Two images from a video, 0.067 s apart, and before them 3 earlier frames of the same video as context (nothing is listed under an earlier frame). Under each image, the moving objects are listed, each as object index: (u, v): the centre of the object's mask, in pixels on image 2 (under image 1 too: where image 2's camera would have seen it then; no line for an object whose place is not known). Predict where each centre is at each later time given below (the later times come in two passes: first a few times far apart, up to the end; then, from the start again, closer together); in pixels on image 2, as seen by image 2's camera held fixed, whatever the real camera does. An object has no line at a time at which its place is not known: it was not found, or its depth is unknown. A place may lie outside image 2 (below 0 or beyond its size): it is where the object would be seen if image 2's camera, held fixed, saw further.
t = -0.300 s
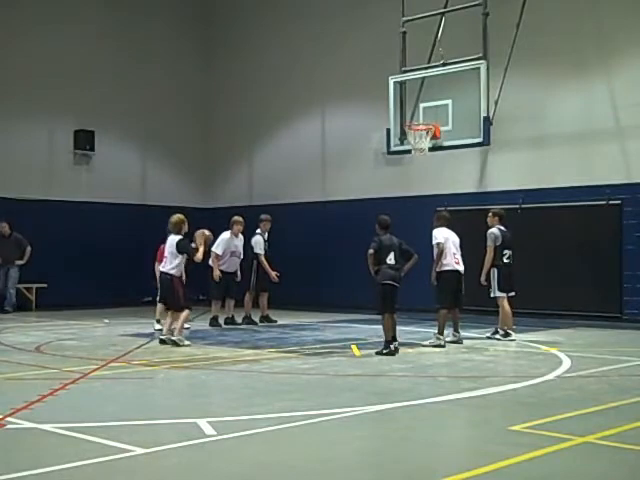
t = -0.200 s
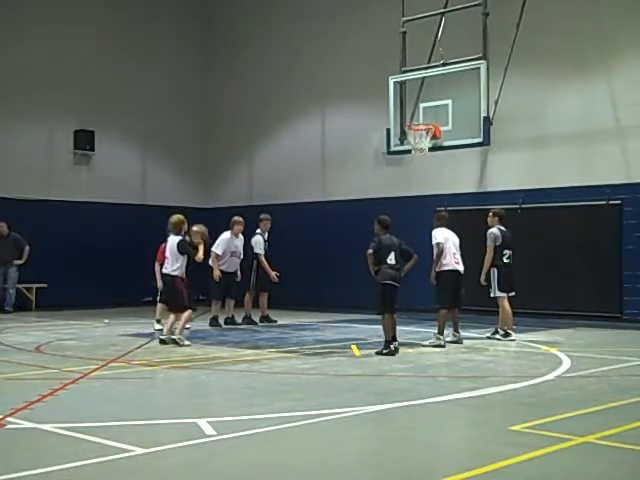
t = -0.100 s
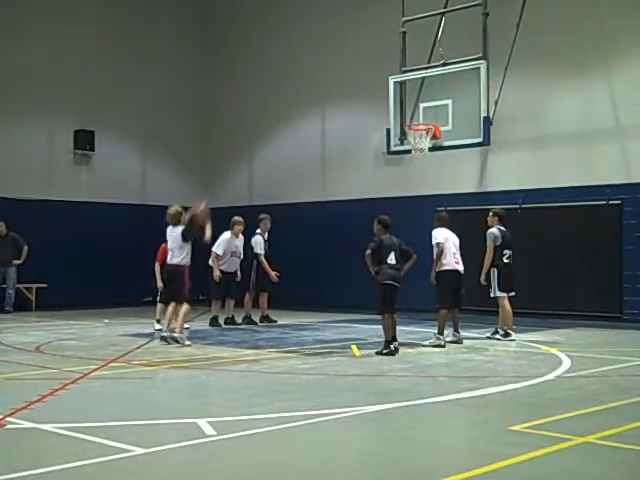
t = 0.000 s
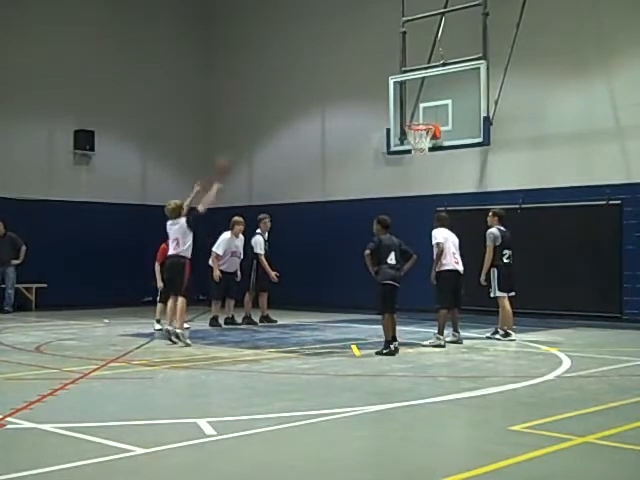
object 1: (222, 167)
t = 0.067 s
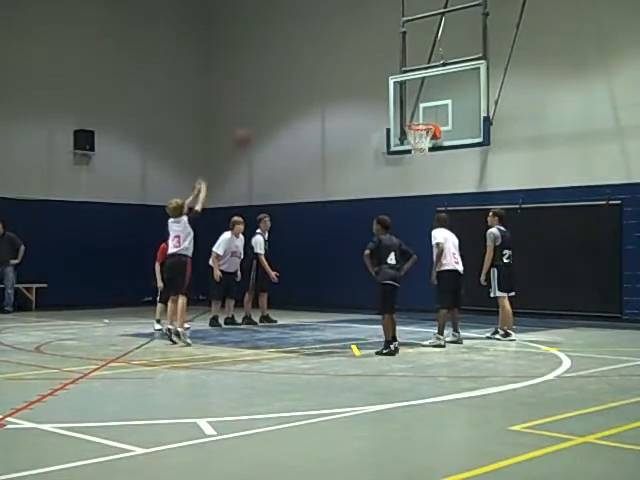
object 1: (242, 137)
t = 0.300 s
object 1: (300, 70)
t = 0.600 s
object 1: (363, 50)
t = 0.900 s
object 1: (417, 88)
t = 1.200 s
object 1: (449, 109)
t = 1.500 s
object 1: (471, 129)
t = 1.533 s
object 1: (472, 136)
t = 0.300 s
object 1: (300, 70)
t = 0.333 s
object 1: (307, 64)
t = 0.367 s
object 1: (314, 60)
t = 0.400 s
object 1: (321, 56)
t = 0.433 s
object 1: (328, 53)
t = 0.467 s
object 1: (336, 51)
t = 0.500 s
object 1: (342, 49)
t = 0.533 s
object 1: (350, 49)
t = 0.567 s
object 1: (356, 49)
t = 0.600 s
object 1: (363, 50)
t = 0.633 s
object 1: (368, 51)
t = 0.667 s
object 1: (375, 53)
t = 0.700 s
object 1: (382, 56)
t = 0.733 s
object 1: (388, 60)
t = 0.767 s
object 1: (393, 65)
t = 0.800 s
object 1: (399, 69)
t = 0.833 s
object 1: (406, 73)
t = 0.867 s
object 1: (412, 84)
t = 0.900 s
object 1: (417, 88)
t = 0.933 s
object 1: (423, 95)
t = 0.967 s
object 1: (429, 104)
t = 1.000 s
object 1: (435, 115)
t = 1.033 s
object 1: (439, 120)
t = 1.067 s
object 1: (440, 116)
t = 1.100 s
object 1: (442, 113)
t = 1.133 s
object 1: (445, 111)
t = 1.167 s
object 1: (447, 109)
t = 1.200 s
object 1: (449, 109)
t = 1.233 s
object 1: (452, 109)
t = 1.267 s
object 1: (454, 108)
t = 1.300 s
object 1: (456, 109)
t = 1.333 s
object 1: (458, 110)
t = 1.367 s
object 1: (460, 113)
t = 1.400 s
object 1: (463, 115)
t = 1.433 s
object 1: (465, 120)
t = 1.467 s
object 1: (468, 124)
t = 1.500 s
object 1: (471, 129)
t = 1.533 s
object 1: (472, 136)
